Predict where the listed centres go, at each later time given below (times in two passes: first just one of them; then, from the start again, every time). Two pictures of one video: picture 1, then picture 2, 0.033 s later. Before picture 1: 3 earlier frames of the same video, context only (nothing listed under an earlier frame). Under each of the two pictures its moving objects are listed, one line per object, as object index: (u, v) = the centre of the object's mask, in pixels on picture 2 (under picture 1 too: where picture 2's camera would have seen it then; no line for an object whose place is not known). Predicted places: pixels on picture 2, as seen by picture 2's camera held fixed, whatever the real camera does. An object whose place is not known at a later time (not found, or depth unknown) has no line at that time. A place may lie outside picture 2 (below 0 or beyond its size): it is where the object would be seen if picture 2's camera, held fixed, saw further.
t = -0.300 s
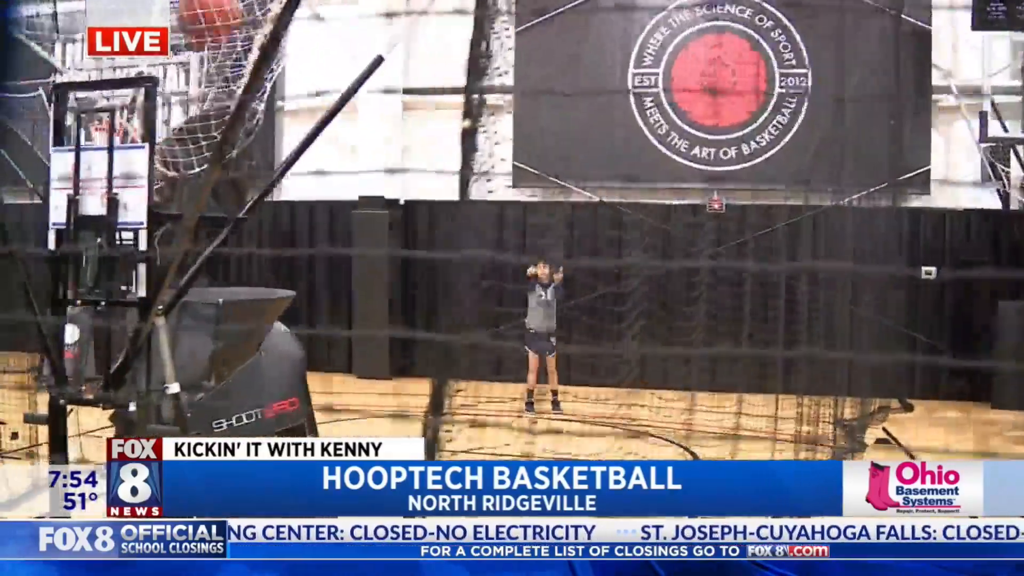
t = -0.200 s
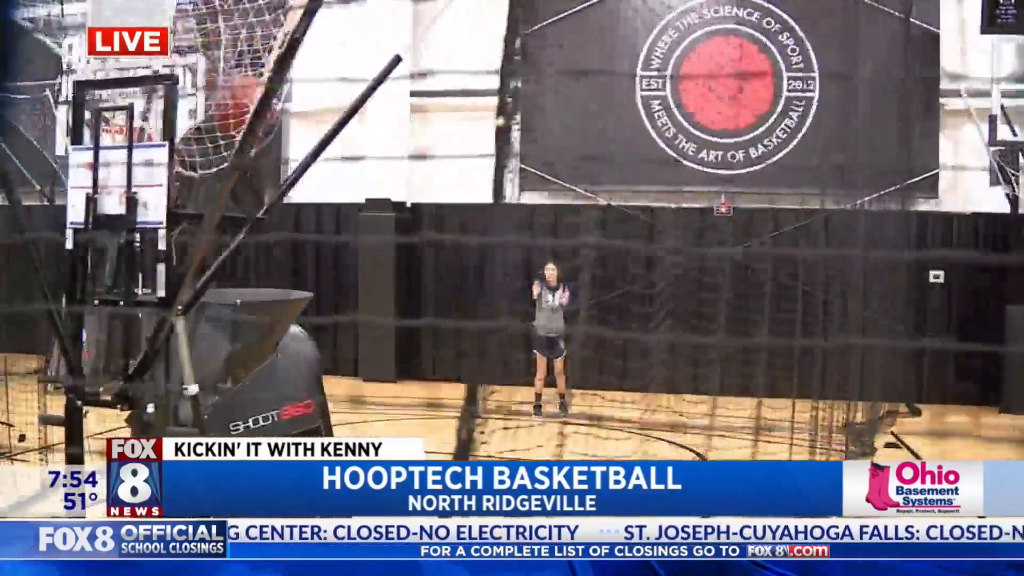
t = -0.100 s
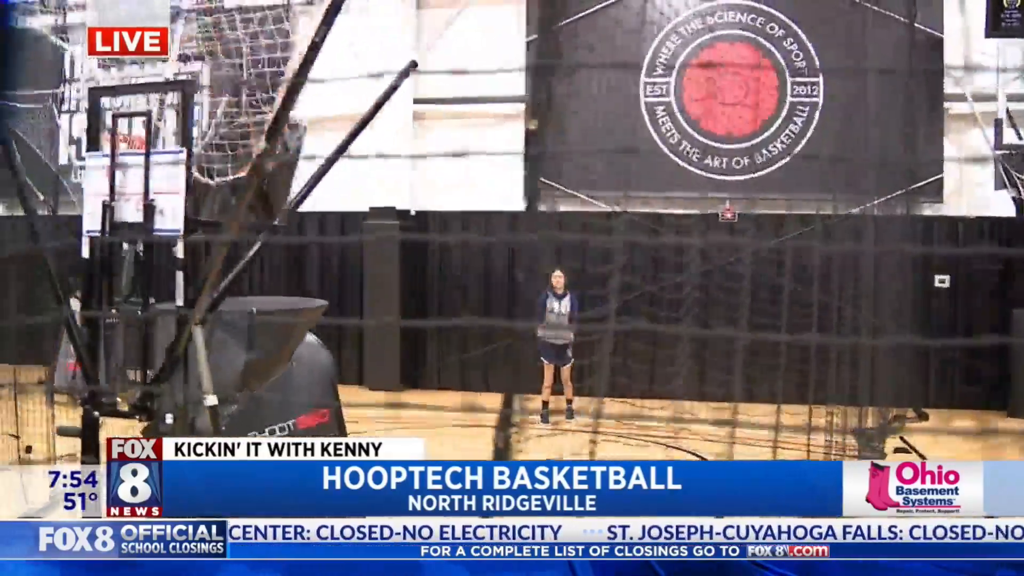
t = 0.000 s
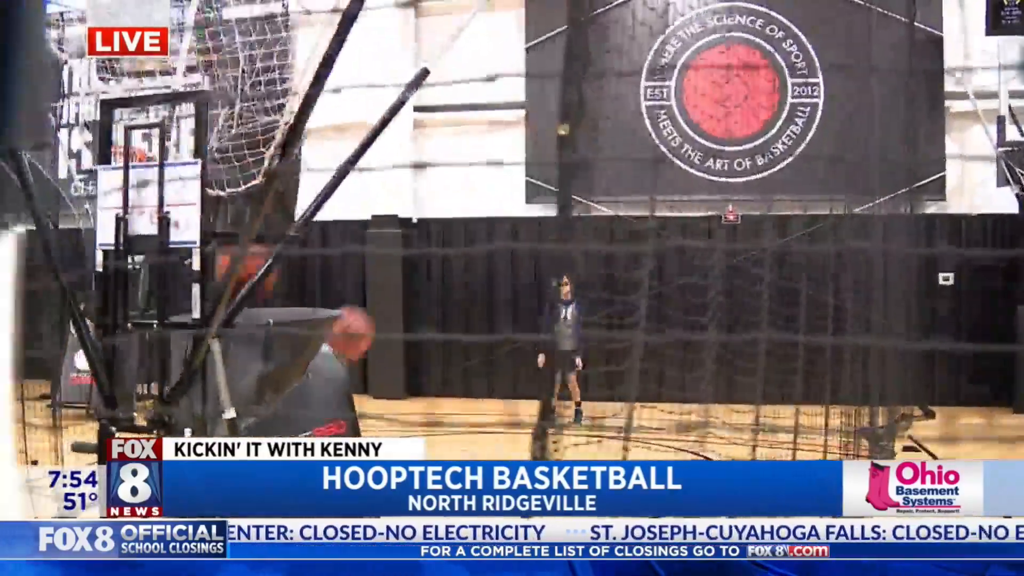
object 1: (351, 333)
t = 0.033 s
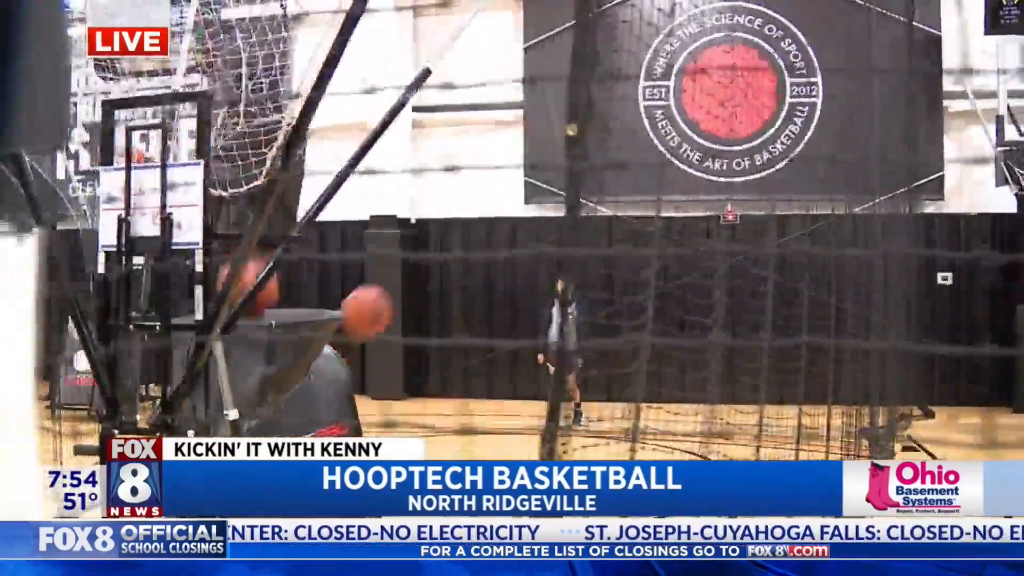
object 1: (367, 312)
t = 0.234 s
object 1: (463, 242)
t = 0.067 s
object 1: (387, 294)
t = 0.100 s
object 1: (406, 279)
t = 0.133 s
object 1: (423, 266)
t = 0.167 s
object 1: (437, 255)
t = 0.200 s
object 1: (450, 247)
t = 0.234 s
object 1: (463, 242)
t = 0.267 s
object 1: (475, 240)
